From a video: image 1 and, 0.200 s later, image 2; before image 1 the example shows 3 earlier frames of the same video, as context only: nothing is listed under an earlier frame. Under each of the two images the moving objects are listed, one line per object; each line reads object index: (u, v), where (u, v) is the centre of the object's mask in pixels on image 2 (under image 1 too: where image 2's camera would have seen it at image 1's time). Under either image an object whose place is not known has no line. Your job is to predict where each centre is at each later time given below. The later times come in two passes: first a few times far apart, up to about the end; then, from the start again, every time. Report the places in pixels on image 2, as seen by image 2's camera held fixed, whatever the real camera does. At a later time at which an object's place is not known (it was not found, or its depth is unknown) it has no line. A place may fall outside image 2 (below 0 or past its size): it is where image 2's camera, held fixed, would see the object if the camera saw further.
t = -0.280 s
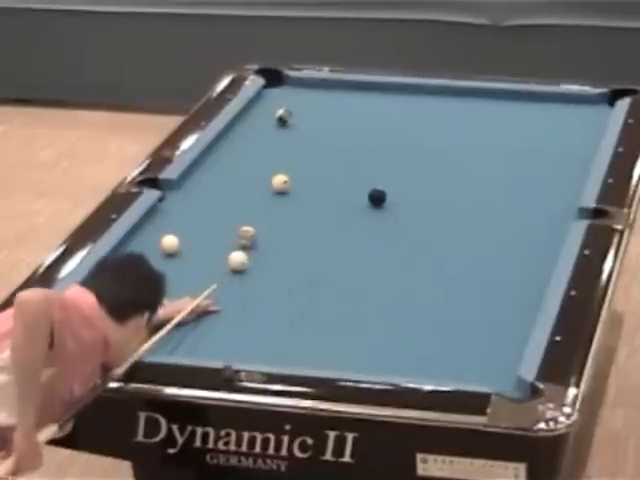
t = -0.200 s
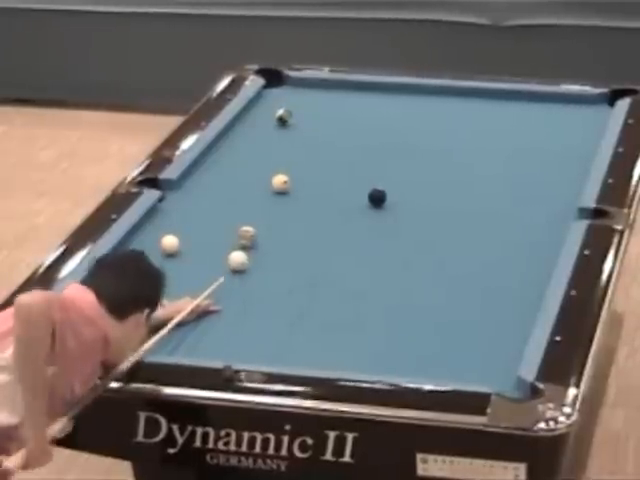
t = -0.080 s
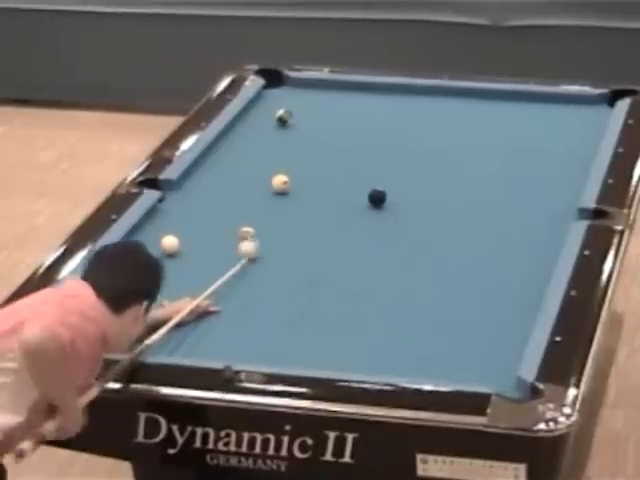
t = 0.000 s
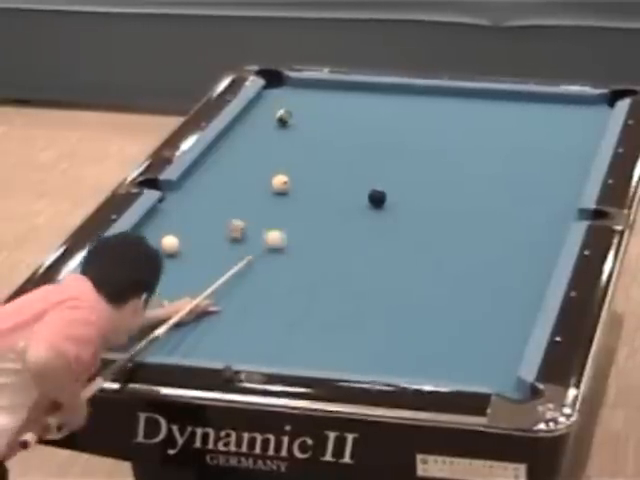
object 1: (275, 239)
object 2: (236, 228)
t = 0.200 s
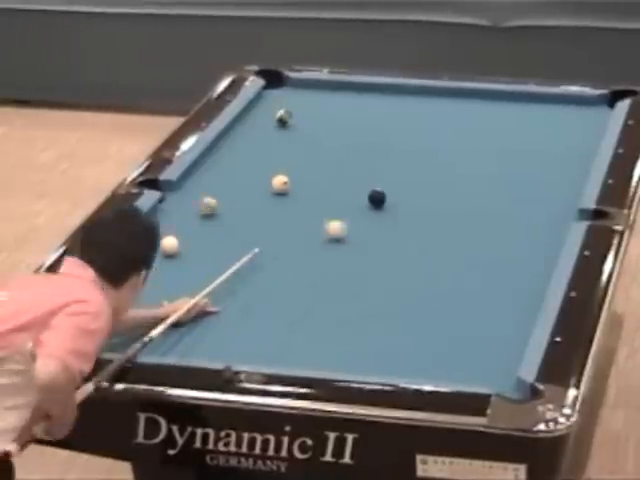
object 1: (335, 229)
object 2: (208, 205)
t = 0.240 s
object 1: (347, 228)
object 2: (201, 202)
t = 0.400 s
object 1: (392, 220)
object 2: (182, 187)
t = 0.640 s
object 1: (456, 210)
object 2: (211, 191)
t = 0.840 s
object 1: (508, 201)
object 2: (238, 195)
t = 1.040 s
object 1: (556, 192)
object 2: (263, 199)
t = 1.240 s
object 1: (564, 185)
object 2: (288, 204)
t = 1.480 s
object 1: (542, 177)
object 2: (320, 209)
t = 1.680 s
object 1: (525, 171)
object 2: (343, 212)
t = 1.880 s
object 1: (510, 165)
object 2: (365, 217)
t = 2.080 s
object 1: (495, 160)
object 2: (388, 221)
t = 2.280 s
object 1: (481, 155)
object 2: (410, 225)
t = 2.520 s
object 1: (466, 150)
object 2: (436, 230)
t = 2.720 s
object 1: (454, 145)
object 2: (455, 232)
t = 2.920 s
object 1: (443, 142)
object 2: (472, 236)
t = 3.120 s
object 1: (433, 138)
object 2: (492, 238)
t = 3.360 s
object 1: (423, 134)
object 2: (511, 242)
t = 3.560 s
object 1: (414, 131)
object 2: (526, 244)
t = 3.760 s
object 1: (407, 128)
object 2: (542, 246)
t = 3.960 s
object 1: (401, 126)
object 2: (552, 248)
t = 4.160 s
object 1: (395, 123)
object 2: (546, 248)
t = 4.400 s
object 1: (389, 121)
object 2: (536, 248)
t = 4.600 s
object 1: (386, 119)
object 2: (529, 247)
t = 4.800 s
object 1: (383, 117)
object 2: (524, 248)
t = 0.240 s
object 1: (347, 228)
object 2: (201, 202)
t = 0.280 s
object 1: (358, 226)
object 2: (196, 197)
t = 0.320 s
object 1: (369, 224)
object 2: (193, 196)
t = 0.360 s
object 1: (380, 222)
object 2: (188, 189)
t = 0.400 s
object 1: (392, 220)
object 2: (182, 187)
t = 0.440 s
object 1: (403, 218)
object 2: (182, 185)
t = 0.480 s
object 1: (413, 216)
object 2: (188, 185)
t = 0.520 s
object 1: (424, 214)
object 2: (194, 187)
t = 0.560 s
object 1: (435, 213)
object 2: (198, 187)
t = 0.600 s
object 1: (446, 211)
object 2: (204, 188)
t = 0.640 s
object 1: (456, 210)
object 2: (211, 191)
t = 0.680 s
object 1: (466, 207)
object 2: (216, 192)
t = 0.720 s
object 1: (477, 205)
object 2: (219, 191)
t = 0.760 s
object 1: (487, 204)
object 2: (227, 192)
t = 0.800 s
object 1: (498, 203)
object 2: (233, 193)
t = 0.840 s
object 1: (508, 201)
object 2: (238, 195)
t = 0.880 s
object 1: (518, 199)
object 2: (241, 196)
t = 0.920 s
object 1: (527, 197)
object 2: (247, 196)
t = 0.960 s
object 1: (537, 196)
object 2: (254, 197)
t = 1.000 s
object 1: (547, 194)
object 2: (259, 200)
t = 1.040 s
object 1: (556, 192)
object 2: (263, 199)
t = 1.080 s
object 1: (565, 190)
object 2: (268, 200)
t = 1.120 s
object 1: (573, 189)
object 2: (275, 202)
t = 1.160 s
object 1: (572, 187)
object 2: (281, 203)
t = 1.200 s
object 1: (567, 186)
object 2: (284, 203)
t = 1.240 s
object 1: (564, 185)
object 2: (288, 204)
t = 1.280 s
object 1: (560, 184)
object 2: (294, 205)
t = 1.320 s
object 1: (556, 182)
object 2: (301, 206)
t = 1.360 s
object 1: (553, 181)
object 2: (305, 207)
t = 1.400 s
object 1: (549, 180)
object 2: (308, 208)
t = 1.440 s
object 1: (546, 178)
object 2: (314, 208)
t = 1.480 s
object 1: (542, 177)
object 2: (320, 209)
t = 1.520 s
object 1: (539, 176)
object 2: (325, 210)
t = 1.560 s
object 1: (535, 175)
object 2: (330, 211)
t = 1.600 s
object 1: (532, 174)
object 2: (333, 212)
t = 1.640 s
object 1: (529, 172)
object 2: (337, 212)
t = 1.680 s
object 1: (525, 171)
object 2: (343, 212)
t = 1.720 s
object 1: (522, 170)
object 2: (348, 214)
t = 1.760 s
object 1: (519, 169)
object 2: (353, 216)
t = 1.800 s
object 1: (516, 167)
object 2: (357, 216)
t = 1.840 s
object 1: (513, 166)
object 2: (360, 216)
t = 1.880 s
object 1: (510, 165)
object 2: (365, 217)
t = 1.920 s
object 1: (507, 164)
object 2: (371, 218)
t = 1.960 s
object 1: (504, 163)
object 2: (377, 218)
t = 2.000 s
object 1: (501, 162)
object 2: (381, 219)
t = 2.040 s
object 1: (498, 161)
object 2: (384, 220)
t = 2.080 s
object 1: (495, 160)
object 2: (388, 221)
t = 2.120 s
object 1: (492, 159)
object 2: (393, 221)
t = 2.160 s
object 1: (489, 158)
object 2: (398, 222)
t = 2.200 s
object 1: (486, 157)
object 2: (402, 223)
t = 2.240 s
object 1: (484, 156)
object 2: (407, 224)
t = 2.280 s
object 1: (481, 155)
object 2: (410, 225)
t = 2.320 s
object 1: (478, 154)
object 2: (413, 225)
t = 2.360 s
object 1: (476, 153)
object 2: (418, 225)
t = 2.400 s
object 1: (473, 152)
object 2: (423, 226)
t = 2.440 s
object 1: (470, 151)
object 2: (428, 226)
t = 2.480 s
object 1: (468, 150)
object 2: (433, 227)
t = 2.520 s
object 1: (466, 150)
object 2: (436, 230)
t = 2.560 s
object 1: (463, 149)
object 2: (438, 230)
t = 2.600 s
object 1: (461, 148)
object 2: (441, 230)
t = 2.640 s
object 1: (459, 147)
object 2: (445, 230)
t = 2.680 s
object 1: (456, 146)
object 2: (451, 231)
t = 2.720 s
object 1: (454, 145)
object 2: (455, 232)
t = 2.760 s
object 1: (452, 145)
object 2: (459, 233)
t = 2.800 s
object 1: (449, 144)
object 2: (463, 234)
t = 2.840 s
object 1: (447, 143)
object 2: (466, 235)
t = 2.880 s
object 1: (445, 142)
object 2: (469, 235)
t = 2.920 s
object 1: (443, 142)
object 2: (472, 236)
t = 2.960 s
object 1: (441, 141)
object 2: (477, 236)
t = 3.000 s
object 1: (439, 140)
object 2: (481, 236)
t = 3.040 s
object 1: (437, 139)
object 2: (485, 237)
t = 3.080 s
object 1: (435, 139)
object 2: (489, 238)
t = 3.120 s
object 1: (433, 138)
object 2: (492, 238)
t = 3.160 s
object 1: (431, 138)
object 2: (494, 239)
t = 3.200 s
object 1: (429, 137)
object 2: (497, 239)
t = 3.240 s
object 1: (427, 136)
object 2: (501, 240)
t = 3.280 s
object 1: (426, 136)
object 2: (504, 240)
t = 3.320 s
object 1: (424, 134)
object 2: (508, 240)
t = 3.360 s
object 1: (423, 134)
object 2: (511, 242)
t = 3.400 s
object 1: (420, 133)
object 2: (515, 242)
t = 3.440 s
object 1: (419, 133)
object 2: (517, 242)
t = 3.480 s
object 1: (417, 132)
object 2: (521, 244)
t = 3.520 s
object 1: (415, 131)
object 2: (524, 244)
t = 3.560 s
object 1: (414, 131)
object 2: (526, 244)
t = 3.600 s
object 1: (412, 130)
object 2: (528, 244)
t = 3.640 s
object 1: (411, 129)
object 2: (531, 244)
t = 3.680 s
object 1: (409, 129)
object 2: (535, 245)
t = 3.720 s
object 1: (408, 129)
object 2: (539, 246)
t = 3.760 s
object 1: (407, 128)
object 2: (542, 246)
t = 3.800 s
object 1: (405, 127)
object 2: (545, 247)
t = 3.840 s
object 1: (404, 127)
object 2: (548, 247)
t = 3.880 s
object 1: (403, 126)
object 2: (549, 248)
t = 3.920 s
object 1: (401, 126)
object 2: (552, 248)
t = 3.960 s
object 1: (401, 126)
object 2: (552, 248)
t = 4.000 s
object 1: (399, 125)
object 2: (551, 248)
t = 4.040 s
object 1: (398, 125)
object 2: (550, 248)
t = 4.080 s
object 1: (397, 124)
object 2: (549, 248)
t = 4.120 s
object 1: (396, 124)
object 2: (548, 248)
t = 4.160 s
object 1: (395, 123)
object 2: (546, 248)
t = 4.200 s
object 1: (394, 123)
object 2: (544, 248)
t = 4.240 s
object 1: (393, 122)
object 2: (543, 248)
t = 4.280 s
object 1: (392, 122)
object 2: (541, 248)
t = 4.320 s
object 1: (391, 122)
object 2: (540, 248)
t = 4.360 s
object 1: (390, 121)
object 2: (538, 248)
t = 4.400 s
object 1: (389, 121)
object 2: (536, 248)
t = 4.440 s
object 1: (389, 120)
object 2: (535, 248)
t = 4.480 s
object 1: (388, 120)
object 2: (533, 247)
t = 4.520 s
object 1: (387, 119)
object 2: (532, 247)
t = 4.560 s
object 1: (386, 119)
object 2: (531, 248)
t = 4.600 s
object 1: (386, 119)
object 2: (529, 247)
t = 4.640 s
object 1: (385, 119)
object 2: (528, 247)
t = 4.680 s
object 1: (384, 118)
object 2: (527, 247)
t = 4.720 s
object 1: (384, 118)
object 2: (526, 248)
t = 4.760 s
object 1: (383, 118)
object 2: (525, 248)
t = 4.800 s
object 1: (383, 117)
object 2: (524, 248)
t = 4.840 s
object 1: (382, 117)
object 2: (523, 248)
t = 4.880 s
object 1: (381, 117)
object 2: (522, 248)
